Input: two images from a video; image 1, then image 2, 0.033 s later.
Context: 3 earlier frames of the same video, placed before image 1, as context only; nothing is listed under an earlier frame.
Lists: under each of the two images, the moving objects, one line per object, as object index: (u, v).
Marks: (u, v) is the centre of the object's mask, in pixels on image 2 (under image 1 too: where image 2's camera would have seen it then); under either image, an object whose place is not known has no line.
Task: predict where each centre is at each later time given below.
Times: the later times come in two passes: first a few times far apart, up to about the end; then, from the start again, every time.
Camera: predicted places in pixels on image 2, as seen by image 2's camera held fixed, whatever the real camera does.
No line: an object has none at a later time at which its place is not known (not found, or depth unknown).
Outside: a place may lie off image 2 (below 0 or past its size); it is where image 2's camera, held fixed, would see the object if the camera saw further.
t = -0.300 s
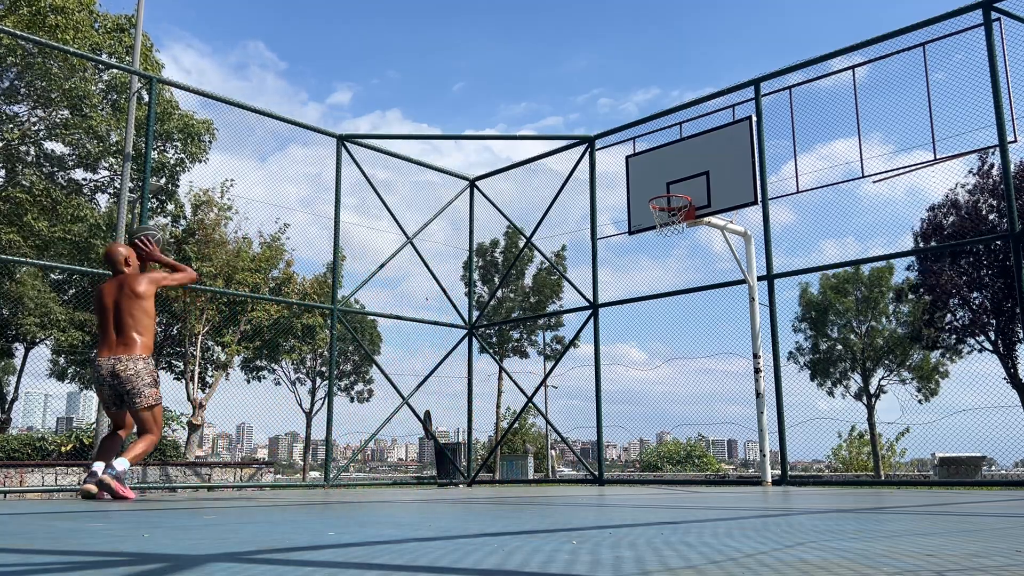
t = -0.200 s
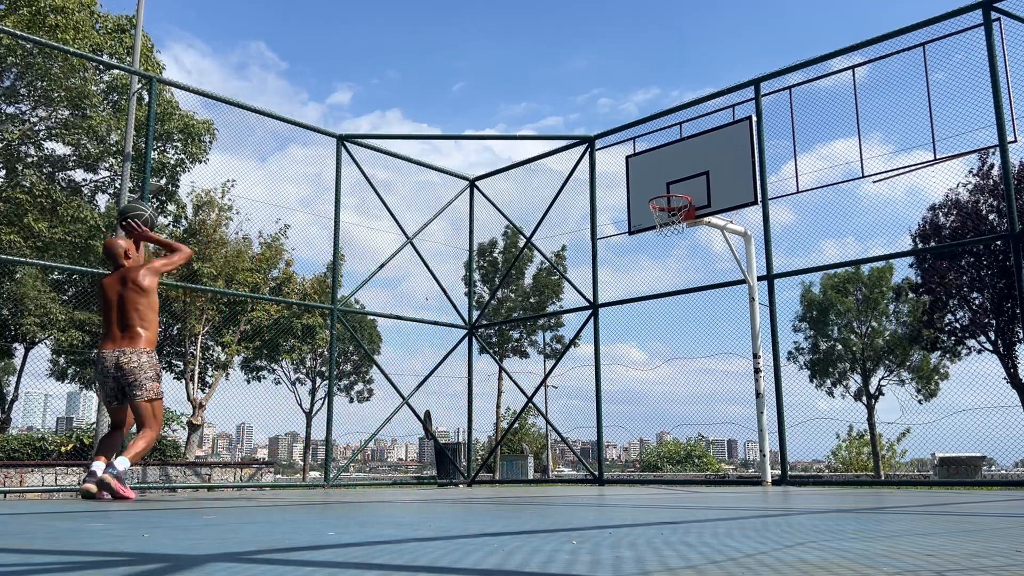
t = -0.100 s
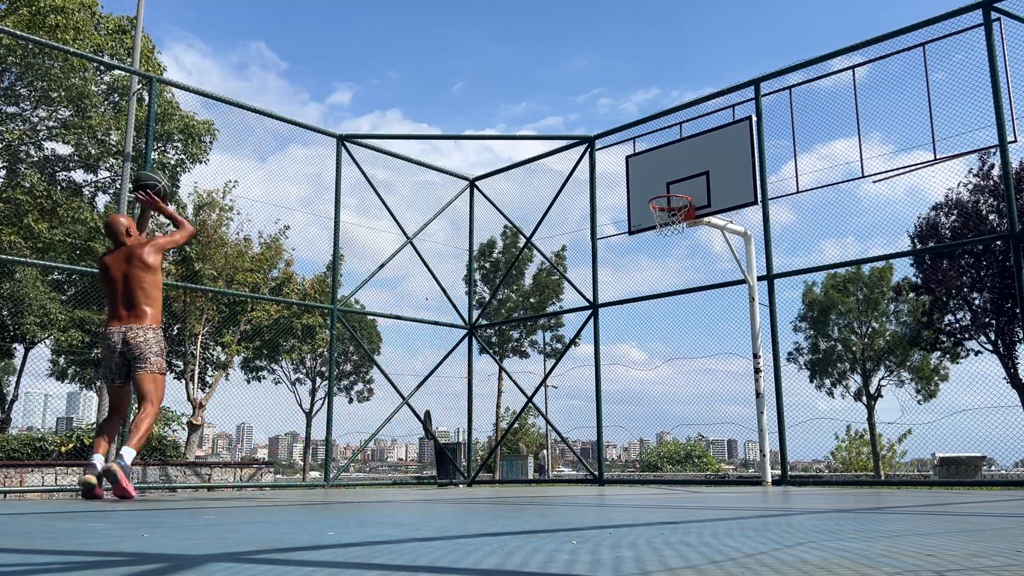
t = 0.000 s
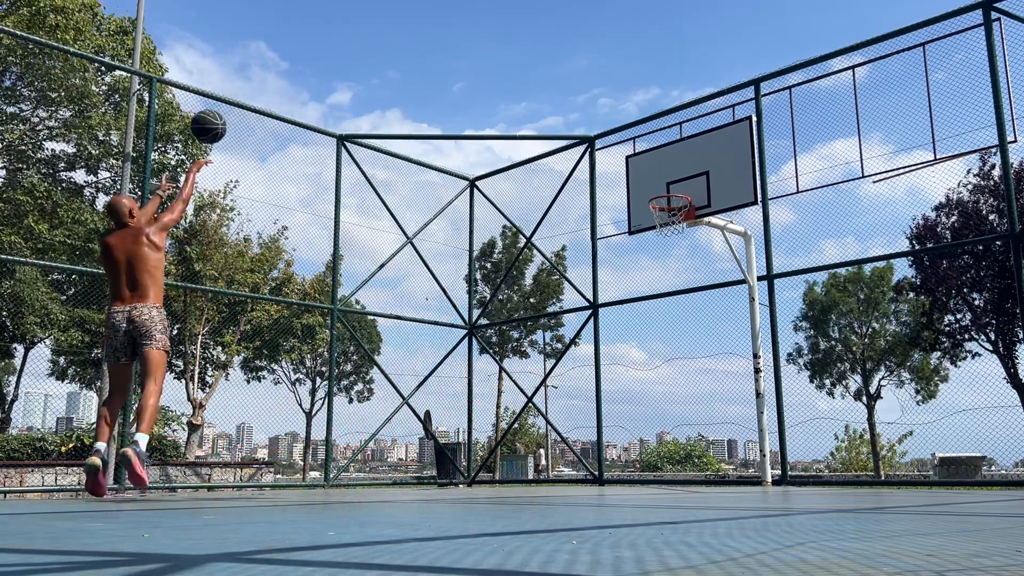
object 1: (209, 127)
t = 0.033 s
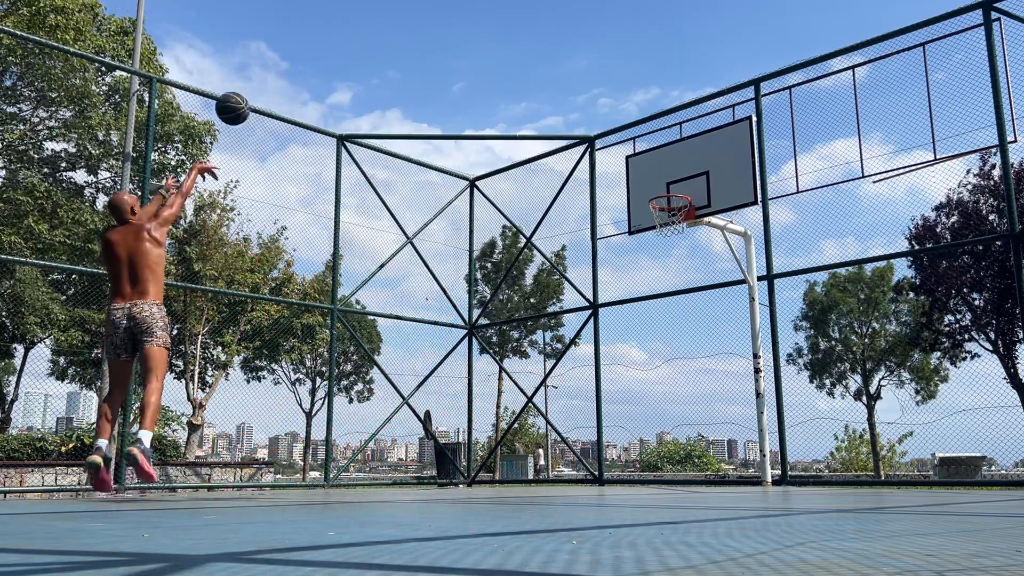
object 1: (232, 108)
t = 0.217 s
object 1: (344, 44)
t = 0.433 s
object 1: (444, 22)
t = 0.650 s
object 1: (526, 42)
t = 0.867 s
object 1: (595, 95)
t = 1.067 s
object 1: (651, 169)
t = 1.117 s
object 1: (664, 188)
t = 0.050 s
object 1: (244, 100)
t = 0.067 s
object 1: (255, 93)
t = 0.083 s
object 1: (266, 85)
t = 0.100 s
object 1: (277, 79)
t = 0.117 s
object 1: (287, 73)
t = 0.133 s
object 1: (297, 67)
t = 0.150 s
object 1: (307, 61)
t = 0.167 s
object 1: (317, 56)
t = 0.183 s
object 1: (326, 52)
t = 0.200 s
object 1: (335, 48)
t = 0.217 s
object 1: (344, 44)
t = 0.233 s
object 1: (353, 40)
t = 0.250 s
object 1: (362, 37)
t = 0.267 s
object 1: (370, 34)
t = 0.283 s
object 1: (378, 32)
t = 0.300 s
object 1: (386, 29)
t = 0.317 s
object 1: (394, 27)
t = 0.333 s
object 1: (401, 26)
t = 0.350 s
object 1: (409, 25)
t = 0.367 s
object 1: (416, 23)
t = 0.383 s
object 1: (423, 23)
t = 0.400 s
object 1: (431, 22)
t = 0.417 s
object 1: (438, 22)
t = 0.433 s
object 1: (444, 22)
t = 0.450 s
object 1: (451, 22)
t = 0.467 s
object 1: (458, 22)
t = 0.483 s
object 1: (465, 23)
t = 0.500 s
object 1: (471, 24)
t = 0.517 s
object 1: (477, 25)
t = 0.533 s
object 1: (484, 27)
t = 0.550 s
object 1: (490, 28)
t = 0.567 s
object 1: (496, 30)
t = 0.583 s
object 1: (502, 32)
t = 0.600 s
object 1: (508, 34)
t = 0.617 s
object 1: (514, 37)
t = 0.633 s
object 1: (520, 39)
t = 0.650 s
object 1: (526, 42)
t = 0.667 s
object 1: (532, 45)
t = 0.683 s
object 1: (537, 48)
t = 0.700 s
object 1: (543, 51)
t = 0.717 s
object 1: (548, 55)
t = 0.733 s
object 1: (554, 59)
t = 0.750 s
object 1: (559, 63)
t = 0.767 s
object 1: (564, 67)
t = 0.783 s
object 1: (569, 71)
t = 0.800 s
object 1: (575, 75)
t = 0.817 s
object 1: (580, 80)
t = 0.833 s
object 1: (585, 85)
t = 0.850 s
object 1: (590, 90)
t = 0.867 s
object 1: (595, 95)
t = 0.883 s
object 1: (600, 100)
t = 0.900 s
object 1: (605, 105)
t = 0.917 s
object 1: (609, 111)
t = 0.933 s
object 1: (614, 117)
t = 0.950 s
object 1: (619, 122)
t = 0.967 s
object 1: (624, 129)
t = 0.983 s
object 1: (628, 135)
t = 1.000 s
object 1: (633, 141)
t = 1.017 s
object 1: (638, 148)
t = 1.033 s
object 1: (642, 155)
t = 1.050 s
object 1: (646, 161)
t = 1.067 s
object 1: (651, 169)
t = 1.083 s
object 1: (655, 175)
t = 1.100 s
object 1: (660, 183)
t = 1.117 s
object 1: (664, 188)
